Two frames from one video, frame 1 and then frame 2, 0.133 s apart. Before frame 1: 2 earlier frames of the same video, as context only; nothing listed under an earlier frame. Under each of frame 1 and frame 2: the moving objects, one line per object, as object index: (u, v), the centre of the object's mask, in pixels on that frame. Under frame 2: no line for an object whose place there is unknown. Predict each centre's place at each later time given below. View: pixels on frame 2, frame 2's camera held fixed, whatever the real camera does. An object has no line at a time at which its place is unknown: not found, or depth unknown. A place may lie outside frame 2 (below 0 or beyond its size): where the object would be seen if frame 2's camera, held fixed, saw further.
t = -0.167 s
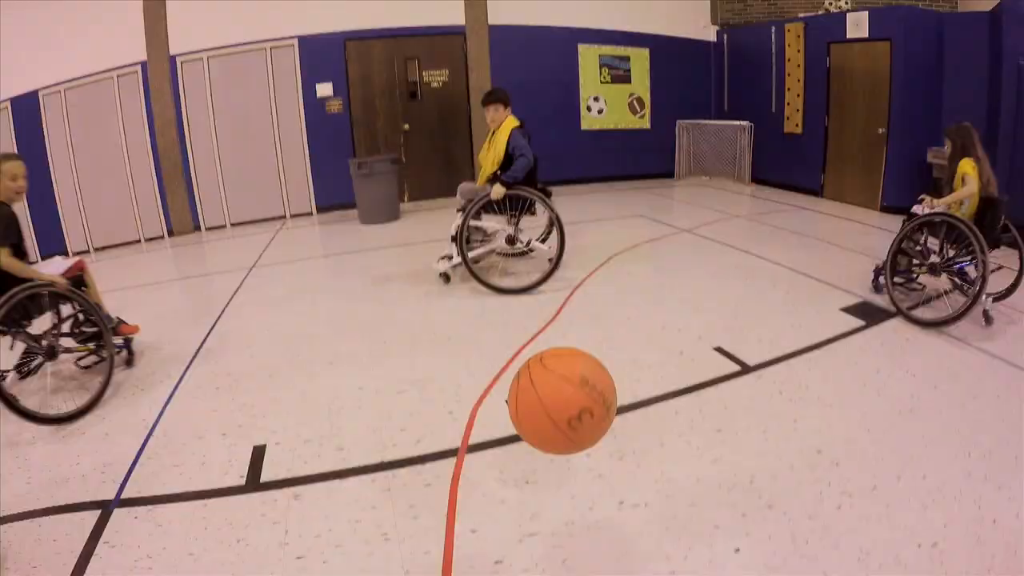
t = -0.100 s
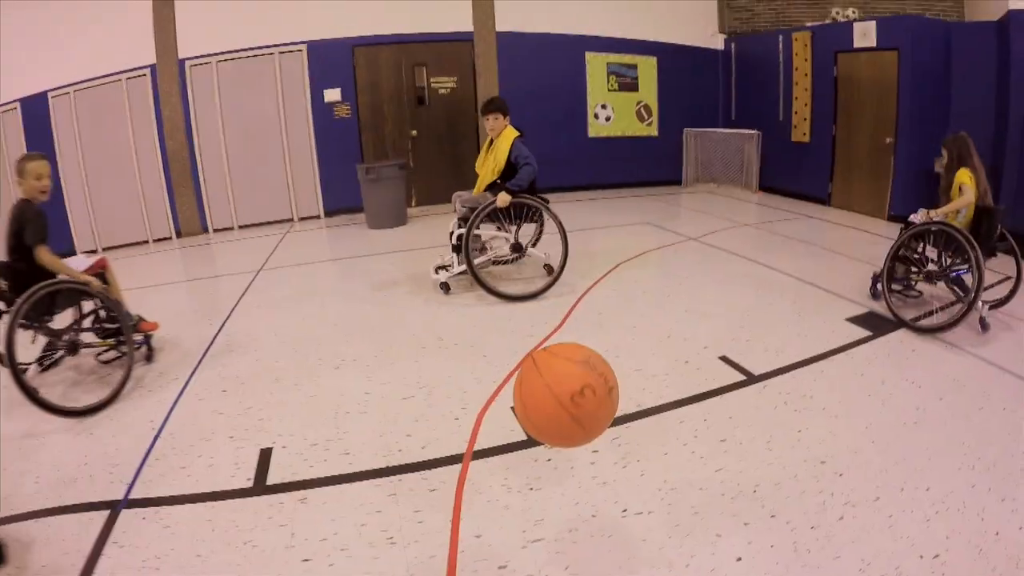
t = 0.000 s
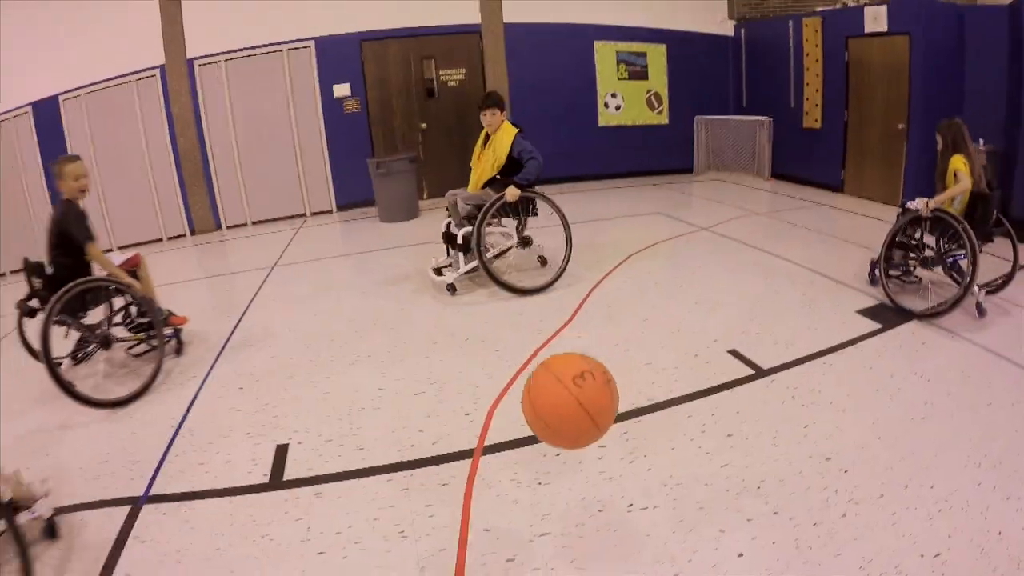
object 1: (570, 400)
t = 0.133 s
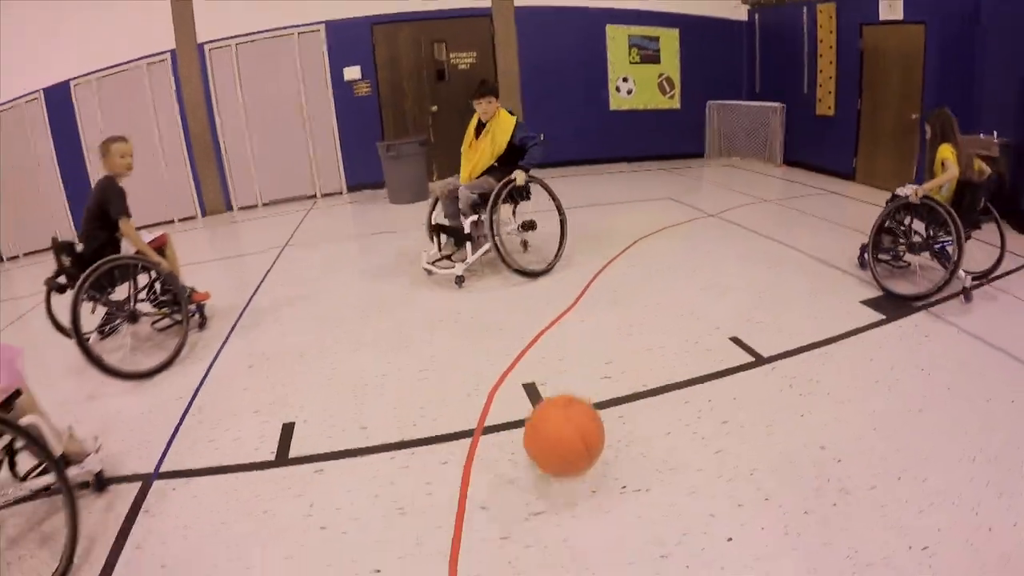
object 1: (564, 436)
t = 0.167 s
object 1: (562, 450)
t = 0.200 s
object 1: (562, 432)
